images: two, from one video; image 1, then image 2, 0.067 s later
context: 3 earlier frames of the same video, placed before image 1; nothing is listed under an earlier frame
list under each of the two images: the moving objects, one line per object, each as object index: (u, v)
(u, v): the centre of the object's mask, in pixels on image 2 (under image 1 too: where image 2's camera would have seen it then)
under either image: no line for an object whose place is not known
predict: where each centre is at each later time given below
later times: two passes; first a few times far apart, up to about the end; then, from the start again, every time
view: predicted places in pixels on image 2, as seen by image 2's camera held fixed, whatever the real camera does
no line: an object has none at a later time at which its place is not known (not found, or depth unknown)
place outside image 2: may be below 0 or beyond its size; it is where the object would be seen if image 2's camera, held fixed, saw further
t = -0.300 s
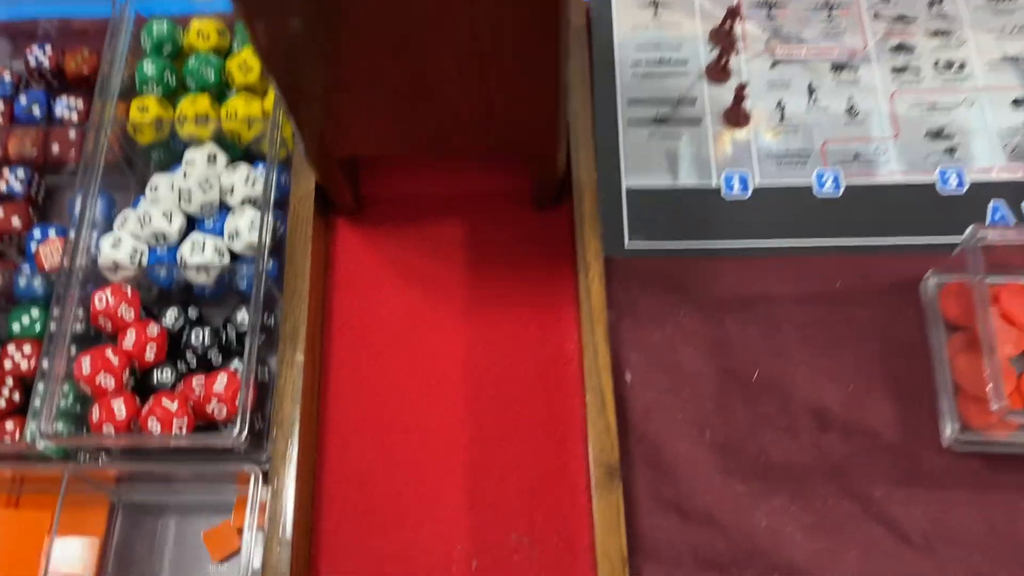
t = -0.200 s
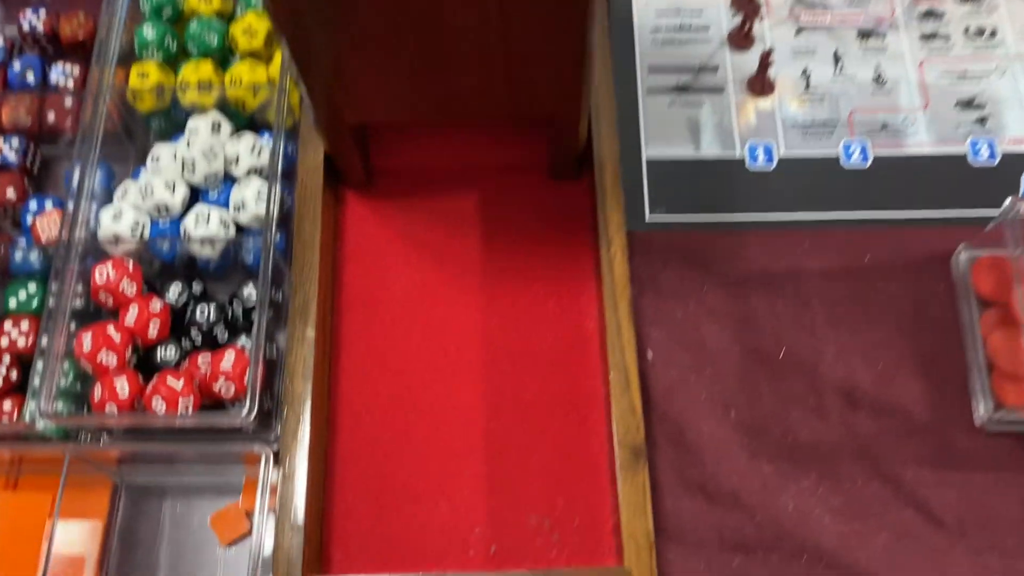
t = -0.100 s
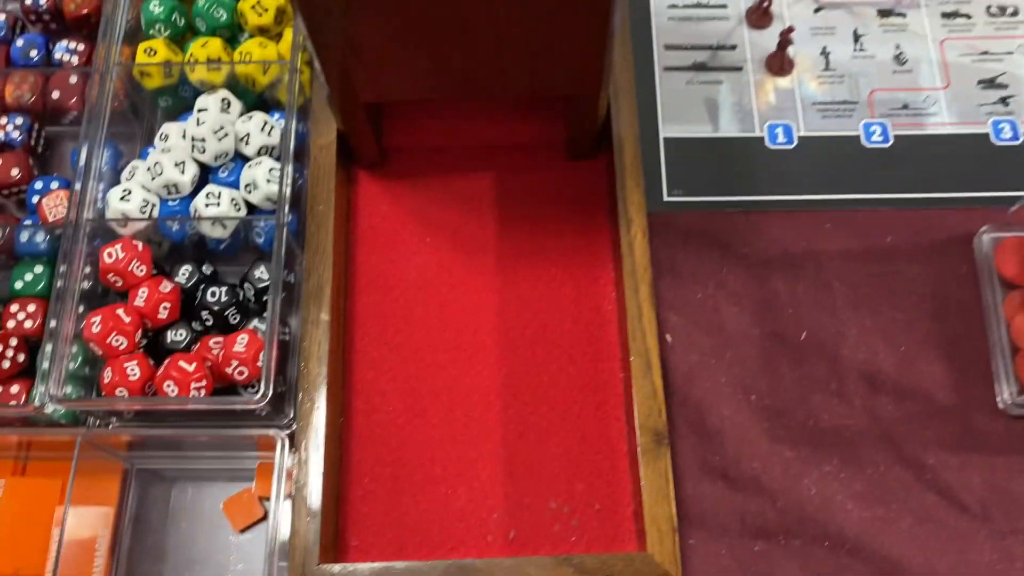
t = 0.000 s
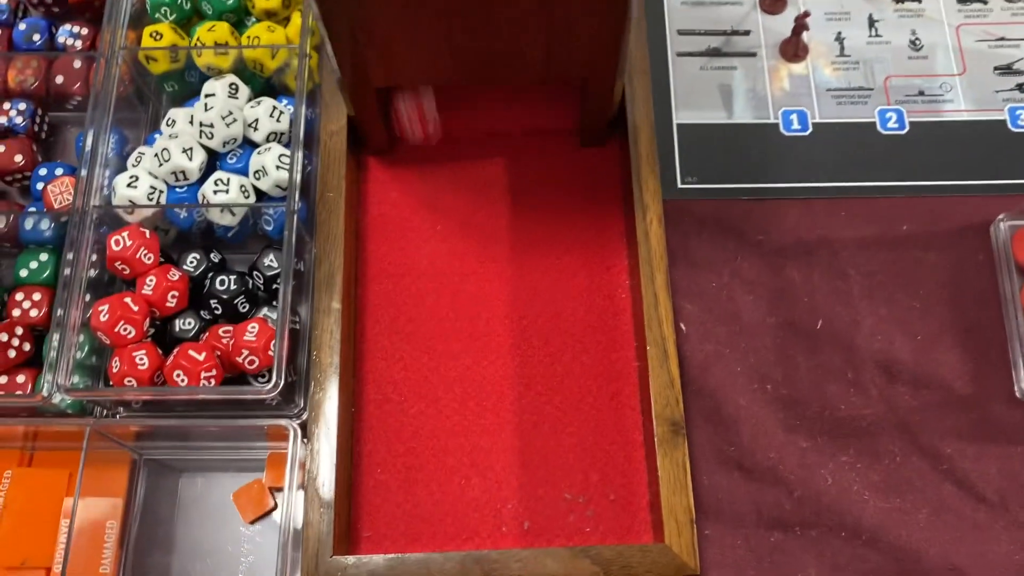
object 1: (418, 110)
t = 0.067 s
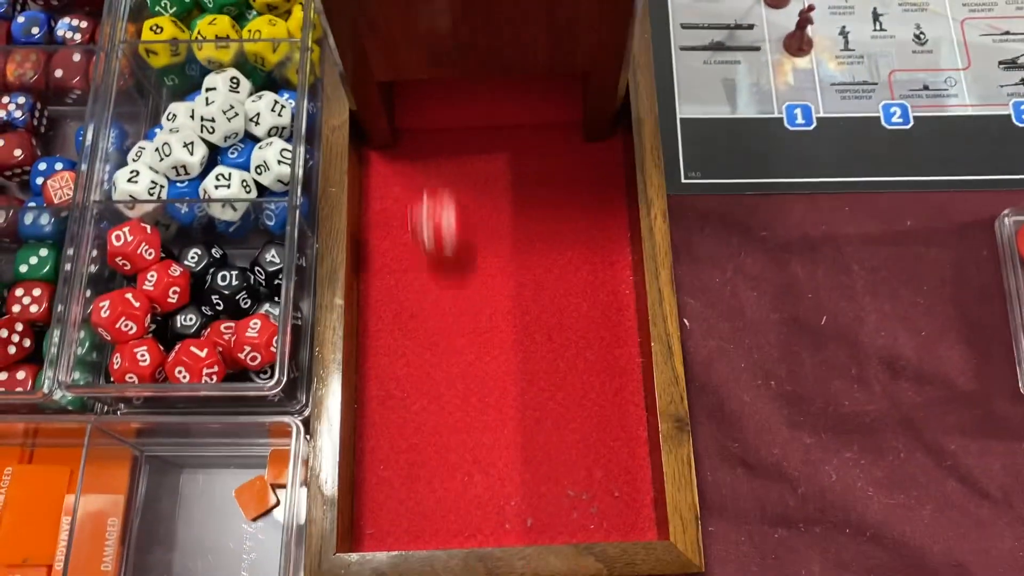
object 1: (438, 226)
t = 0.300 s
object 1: (439, 490)
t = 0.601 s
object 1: (445, 516)
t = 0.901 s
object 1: (444, 515)
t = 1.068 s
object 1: (442, 514)
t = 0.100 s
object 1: (443, 285)
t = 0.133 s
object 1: (451, 358)
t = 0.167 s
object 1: (446, 418)
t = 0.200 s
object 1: (443, 481)
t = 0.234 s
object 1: (439, 517)
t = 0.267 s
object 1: (439, 498)
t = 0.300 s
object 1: (439, 490)
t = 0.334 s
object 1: (442, 494)
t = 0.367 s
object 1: (445, 500)
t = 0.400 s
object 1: (450, 505)
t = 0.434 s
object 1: (450, 509)
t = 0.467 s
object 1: (446, 517)
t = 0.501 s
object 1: (439, 516)
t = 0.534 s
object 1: (439, 515)
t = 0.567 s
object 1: (444, 515)
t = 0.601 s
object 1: (445, 516)
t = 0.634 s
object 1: (443, 516)
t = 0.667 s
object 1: (443, 515)
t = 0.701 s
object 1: (444, 515)
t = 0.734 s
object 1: (443, 515)
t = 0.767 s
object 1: (444, 515)
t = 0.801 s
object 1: (444, 515)
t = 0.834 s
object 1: (444, 515)
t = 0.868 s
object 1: (444, 515)
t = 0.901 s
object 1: (444, 515)
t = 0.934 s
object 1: (444, 515)
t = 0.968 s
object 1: (443, 515)
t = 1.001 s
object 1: (443, 515)
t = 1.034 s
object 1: (443, 514)
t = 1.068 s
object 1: (442, 514)
